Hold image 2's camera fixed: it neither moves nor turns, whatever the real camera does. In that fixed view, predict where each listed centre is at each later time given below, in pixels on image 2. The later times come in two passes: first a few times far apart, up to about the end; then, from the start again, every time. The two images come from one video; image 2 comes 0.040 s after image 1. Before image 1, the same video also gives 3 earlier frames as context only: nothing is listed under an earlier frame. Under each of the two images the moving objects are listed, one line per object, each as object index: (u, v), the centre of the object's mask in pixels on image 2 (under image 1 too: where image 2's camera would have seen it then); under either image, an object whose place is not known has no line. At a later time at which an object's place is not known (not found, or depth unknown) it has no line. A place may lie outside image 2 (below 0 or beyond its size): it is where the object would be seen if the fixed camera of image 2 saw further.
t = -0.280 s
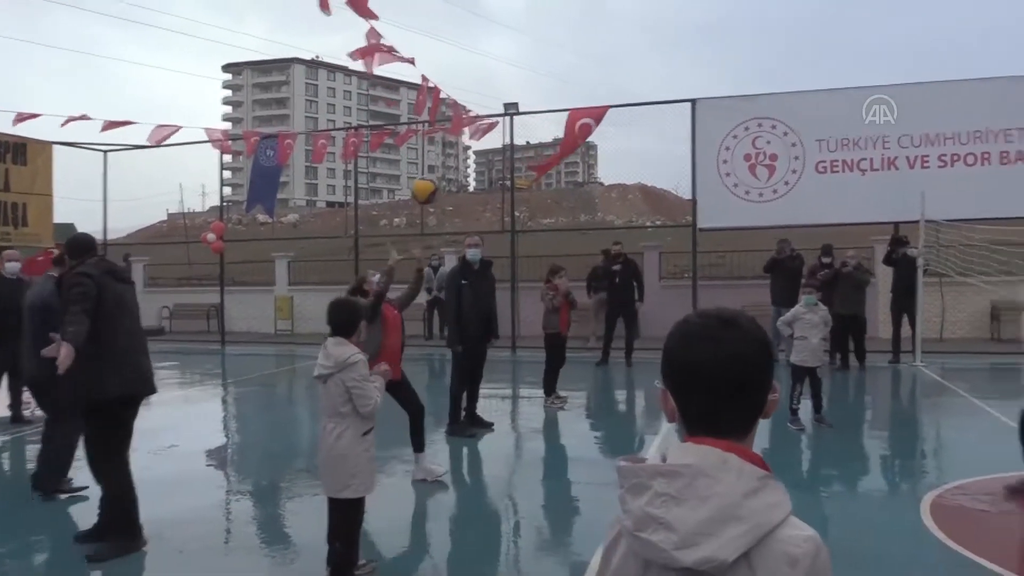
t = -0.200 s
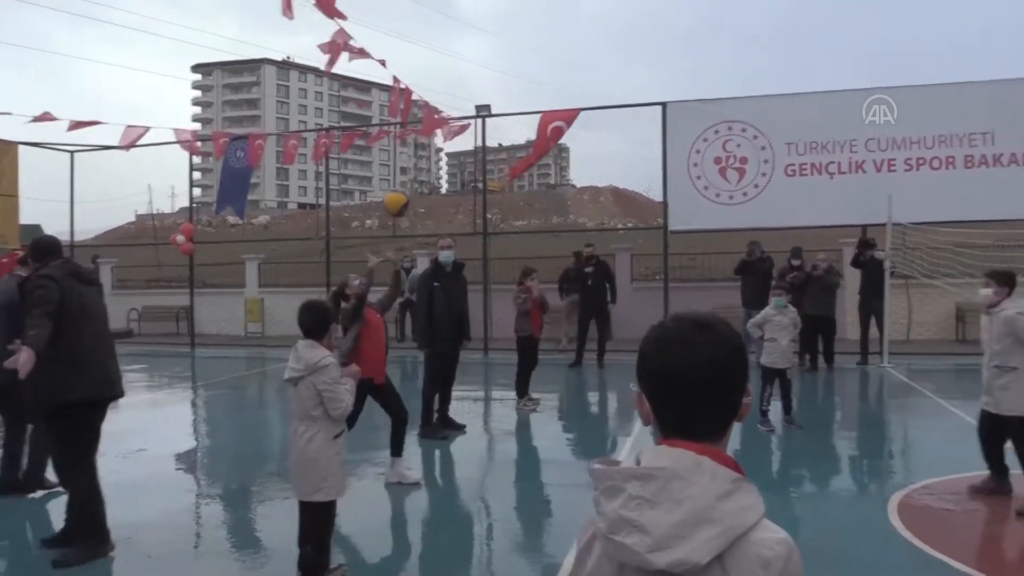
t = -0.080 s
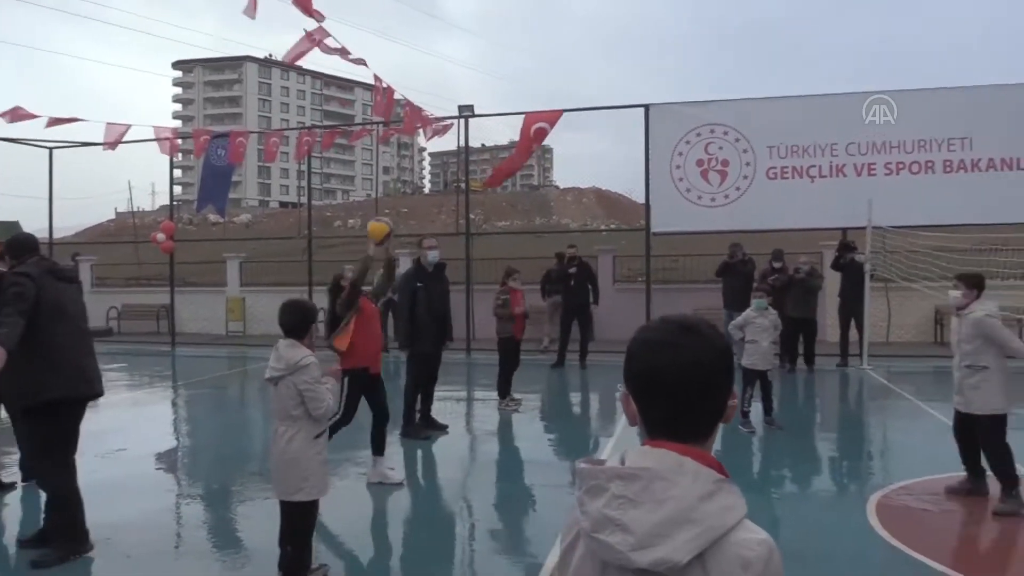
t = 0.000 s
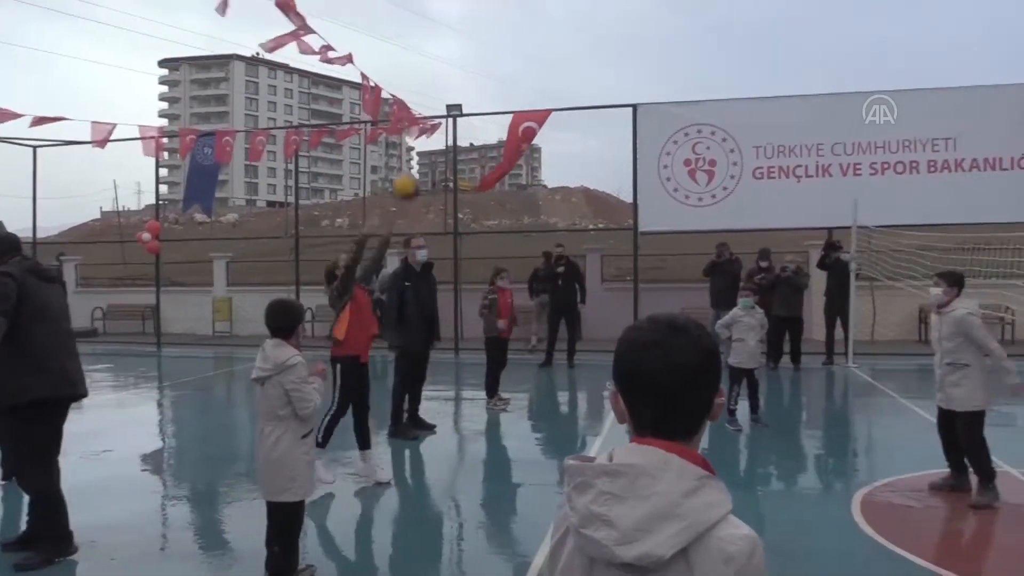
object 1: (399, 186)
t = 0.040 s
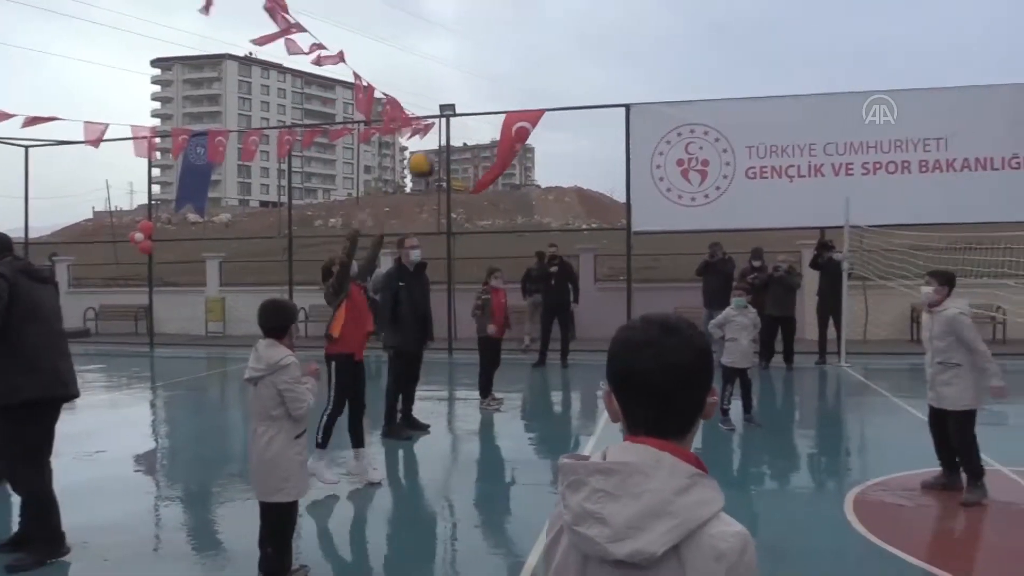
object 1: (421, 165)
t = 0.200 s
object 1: (510, 98)
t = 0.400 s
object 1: (625, 69)
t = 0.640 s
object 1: (760, 117)
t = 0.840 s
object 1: (870, 227)
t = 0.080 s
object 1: (443, 145)
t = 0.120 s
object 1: (466, 128)
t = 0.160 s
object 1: (488, 112)
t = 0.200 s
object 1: (510, 98)
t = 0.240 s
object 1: (533, 88)
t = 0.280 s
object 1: (556, 79)
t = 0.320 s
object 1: (579, 73)
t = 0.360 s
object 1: (602, 70)
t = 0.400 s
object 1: (625, 69)
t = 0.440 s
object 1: (648, 71)
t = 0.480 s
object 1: (671, 75)
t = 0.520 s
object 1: (693, 82)
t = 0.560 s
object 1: (716, 90)
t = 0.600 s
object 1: (739, 102)
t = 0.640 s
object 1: (760, 117)
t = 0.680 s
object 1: (782, 134)
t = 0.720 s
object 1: (804, 153)
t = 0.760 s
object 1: (825, 176)
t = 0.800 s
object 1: (848, 200)
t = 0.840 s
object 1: (870, 227)
